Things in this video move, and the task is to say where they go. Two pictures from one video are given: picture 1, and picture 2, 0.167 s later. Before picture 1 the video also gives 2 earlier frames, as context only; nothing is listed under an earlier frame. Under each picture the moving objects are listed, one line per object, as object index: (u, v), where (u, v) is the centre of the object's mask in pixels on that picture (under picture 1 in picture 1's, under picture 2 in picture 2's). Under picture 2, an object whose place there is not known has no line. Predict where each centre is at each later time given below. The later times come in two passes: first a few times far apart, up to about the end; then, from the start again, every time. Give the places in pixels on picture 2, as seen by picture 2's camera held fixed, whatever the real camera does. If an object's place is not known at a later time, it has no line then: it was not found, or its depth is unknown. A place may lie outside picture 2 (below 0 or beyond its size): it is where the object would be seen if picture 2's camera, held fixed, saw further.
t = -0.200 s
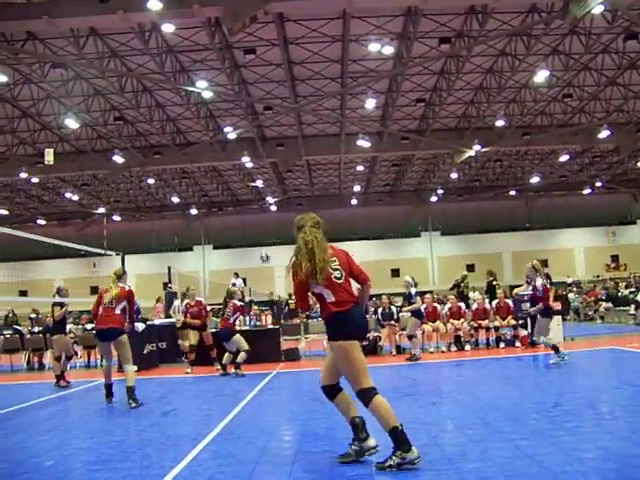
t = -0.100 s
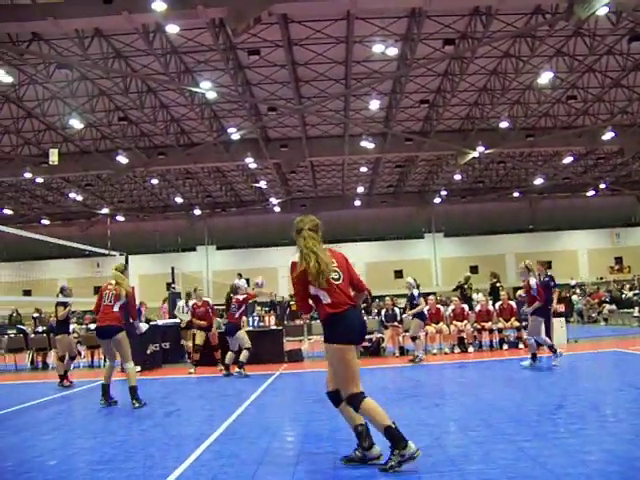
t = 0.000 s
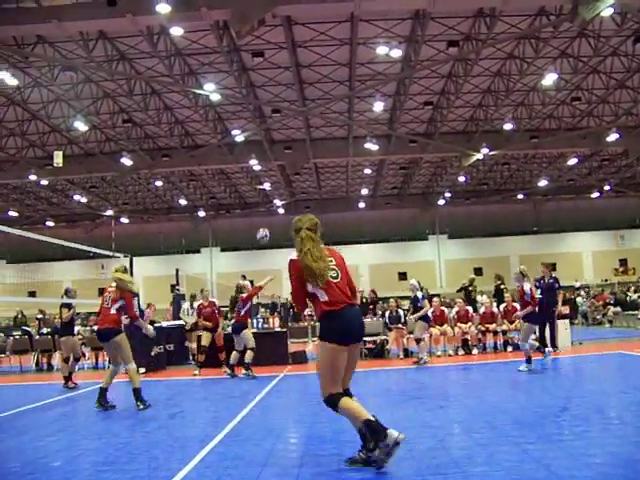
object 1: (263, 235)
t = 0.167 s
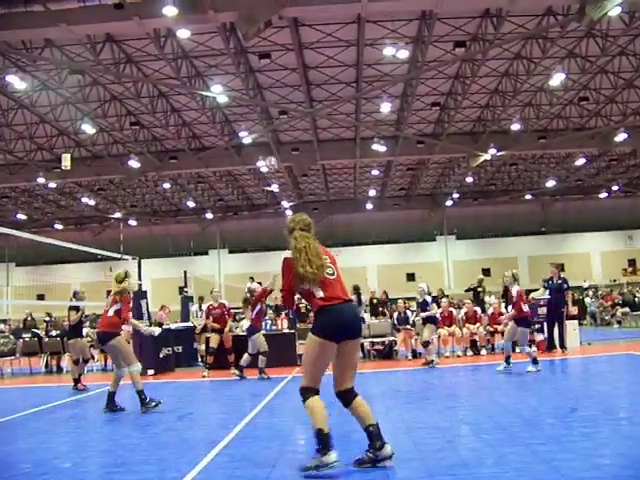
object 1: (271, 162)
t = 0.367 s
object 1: (271, 93)
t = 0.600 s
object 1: (274, 33)
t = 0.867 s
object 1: (280, 0)
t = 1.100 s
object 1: (289, 12)
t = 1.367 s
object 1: (303, 103)
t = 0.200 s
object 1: (271, 151)
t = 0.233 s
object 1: (272, 138)
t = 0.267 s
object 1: (272, 126)
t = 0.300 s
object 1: (271, 115)
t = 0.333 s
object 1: (271, 103)
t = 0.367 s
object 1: (271, 93)
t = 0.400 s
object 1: (272, 82)
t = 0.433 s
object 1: (272, 72)
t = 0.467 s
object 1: (272, 63)
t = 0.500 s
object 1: (273, 54)
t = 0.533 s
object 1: (273, 47)
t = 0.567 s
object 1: (274, 39)
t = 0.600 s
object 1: (274, 33)
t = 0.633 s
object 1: (275, 26)
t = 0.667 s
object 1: (276, 21)
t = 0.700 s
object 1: (276, 15)
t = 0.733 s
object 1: (277, 11)
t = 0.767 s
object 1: (278, 7)
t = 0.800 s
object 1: (279, 4)
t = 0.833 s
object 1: (279, 2)
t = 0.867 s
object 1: (280, 0)
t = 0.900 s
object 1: (281, -1)
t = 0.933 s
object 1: (282, -1)
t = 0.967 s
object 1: (283, 0)
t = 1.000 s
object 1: (284, 3)
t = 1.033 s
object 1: (285, 4)
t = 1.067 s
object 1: (287, 9)
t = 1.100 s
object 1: (289, 12)
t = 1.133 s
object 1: (290, 19)
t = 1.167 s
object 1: (292, 26)
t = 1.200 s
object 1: (294, 35)
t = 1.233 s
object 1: (295, 45)
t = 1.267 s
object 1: (297, 57)
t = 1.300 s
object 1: (299, 71)
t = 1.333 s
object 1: (301, 87)
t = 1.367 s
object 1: (303, 103)
